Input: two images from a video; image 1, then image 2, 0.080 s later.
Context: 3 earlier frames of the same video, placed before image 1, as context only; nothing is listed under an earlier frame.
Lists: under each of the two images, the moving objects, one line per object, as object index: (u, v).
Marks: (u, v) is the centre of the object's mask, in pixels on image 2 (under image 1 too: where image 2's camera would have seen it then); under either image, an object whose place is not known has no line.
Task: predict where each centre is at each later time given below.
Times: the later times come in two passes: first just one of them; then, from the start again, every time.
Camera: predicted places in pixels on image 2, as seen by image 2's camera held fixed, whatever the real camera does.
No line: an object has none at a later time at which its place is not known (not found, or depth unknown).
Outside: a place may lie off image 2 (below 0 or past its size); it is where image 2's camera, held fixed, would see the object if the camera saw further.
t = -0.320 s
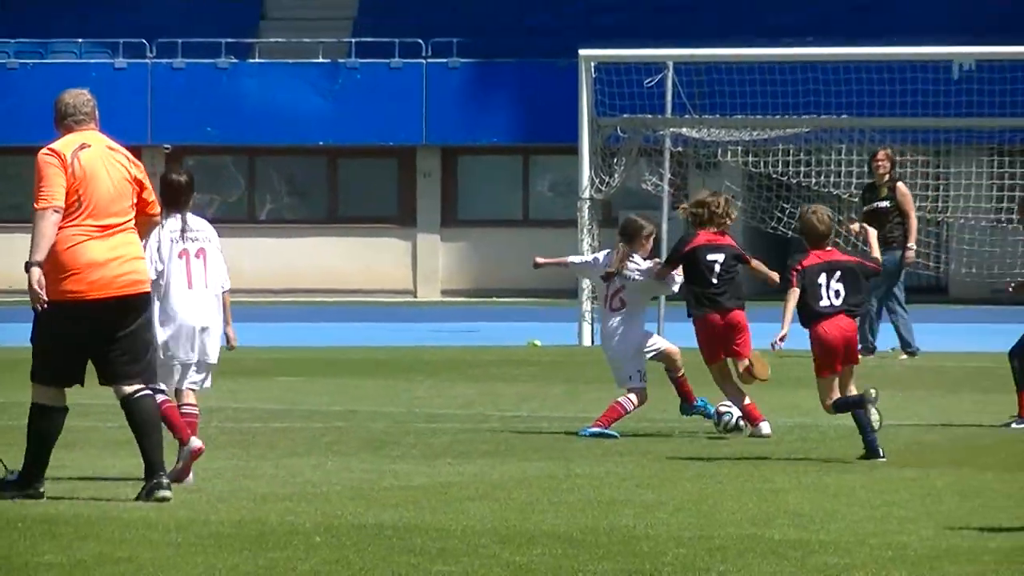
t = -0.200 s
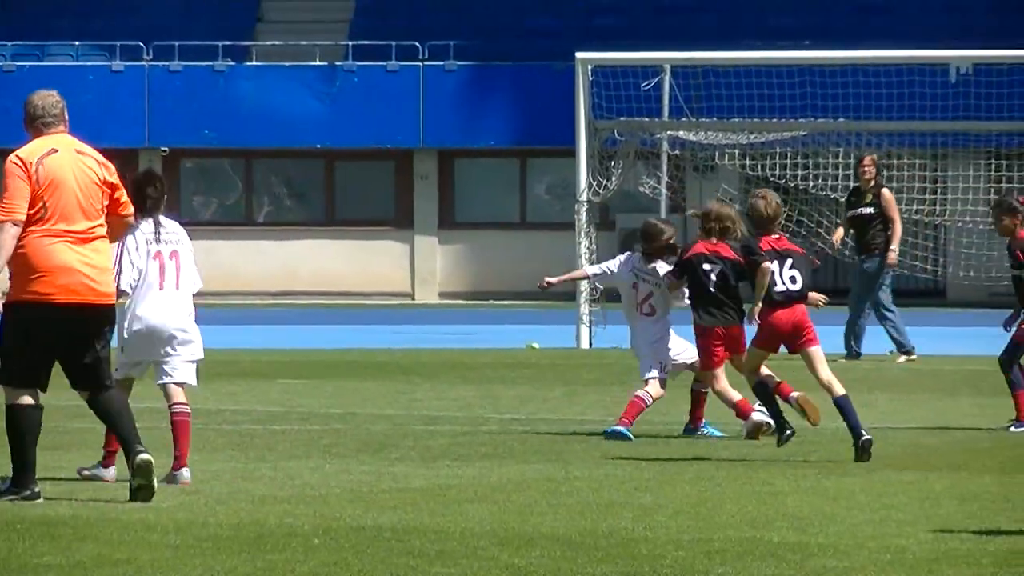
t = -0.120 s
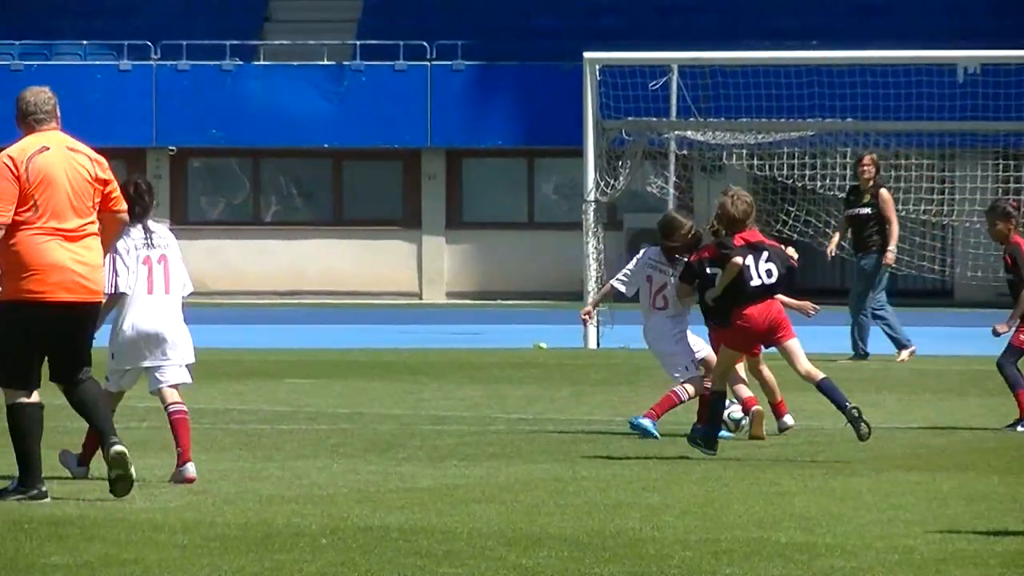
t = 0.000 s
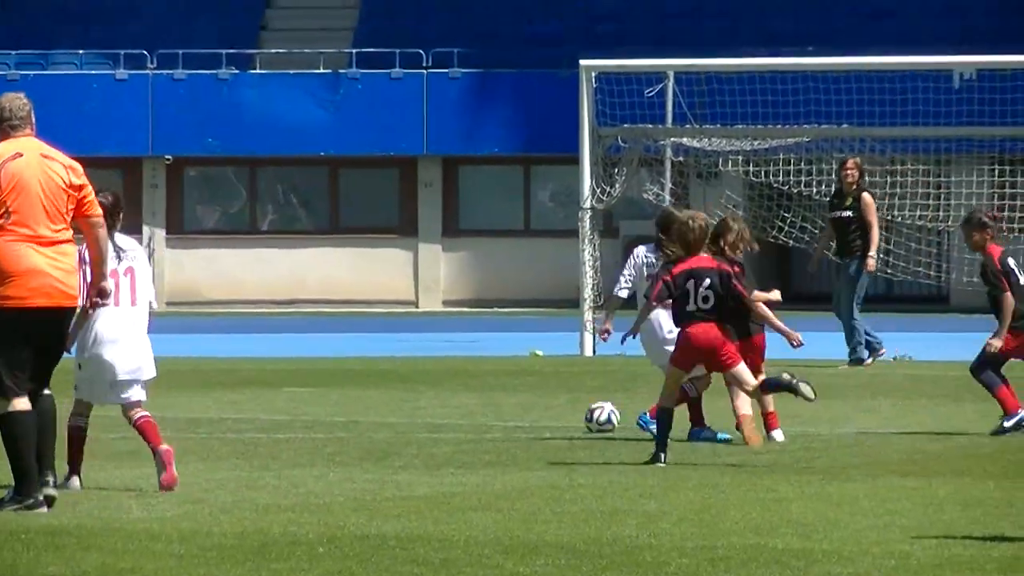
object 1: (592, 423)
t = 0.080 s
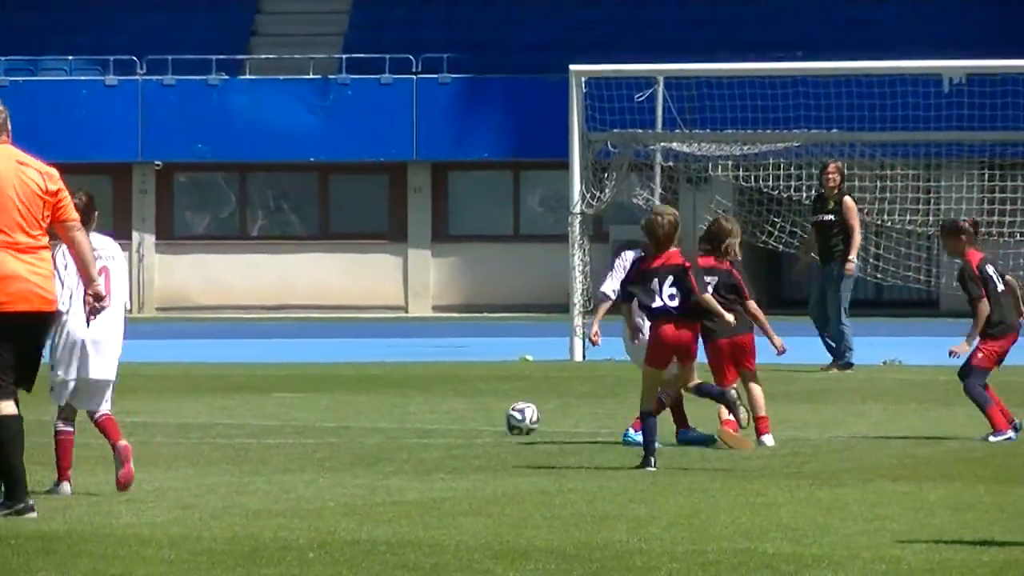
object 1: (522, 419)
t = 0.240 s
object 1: (405, 412)
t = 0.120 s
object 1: (489, 418)
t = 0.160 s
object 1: (458, 416)
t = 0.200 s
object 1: (431, 413)
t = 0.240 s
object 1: (405, 412)
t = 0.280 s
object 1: (378, 411)
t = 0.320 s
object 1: (354, 410)
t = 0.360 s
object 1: (334, 408)
